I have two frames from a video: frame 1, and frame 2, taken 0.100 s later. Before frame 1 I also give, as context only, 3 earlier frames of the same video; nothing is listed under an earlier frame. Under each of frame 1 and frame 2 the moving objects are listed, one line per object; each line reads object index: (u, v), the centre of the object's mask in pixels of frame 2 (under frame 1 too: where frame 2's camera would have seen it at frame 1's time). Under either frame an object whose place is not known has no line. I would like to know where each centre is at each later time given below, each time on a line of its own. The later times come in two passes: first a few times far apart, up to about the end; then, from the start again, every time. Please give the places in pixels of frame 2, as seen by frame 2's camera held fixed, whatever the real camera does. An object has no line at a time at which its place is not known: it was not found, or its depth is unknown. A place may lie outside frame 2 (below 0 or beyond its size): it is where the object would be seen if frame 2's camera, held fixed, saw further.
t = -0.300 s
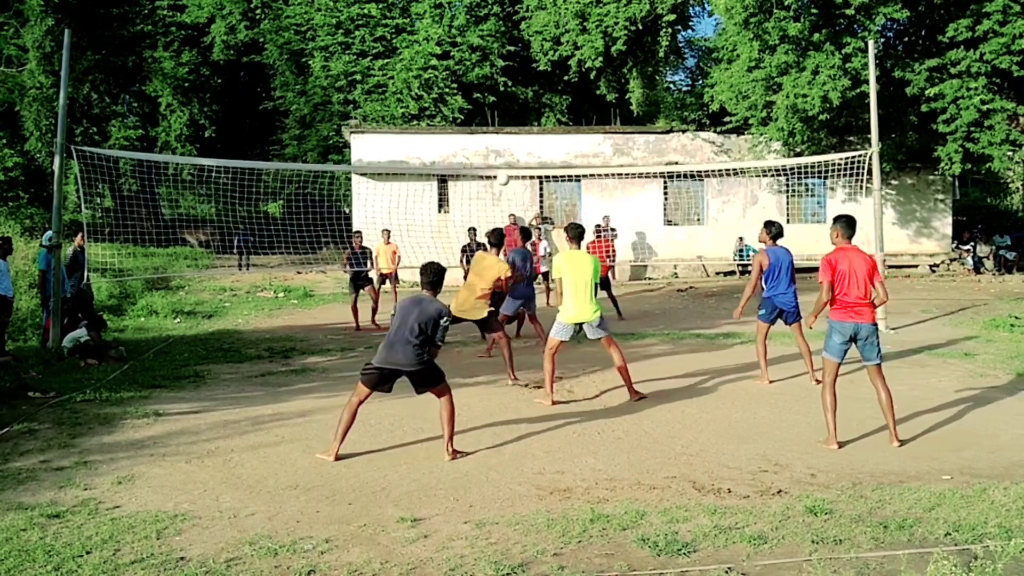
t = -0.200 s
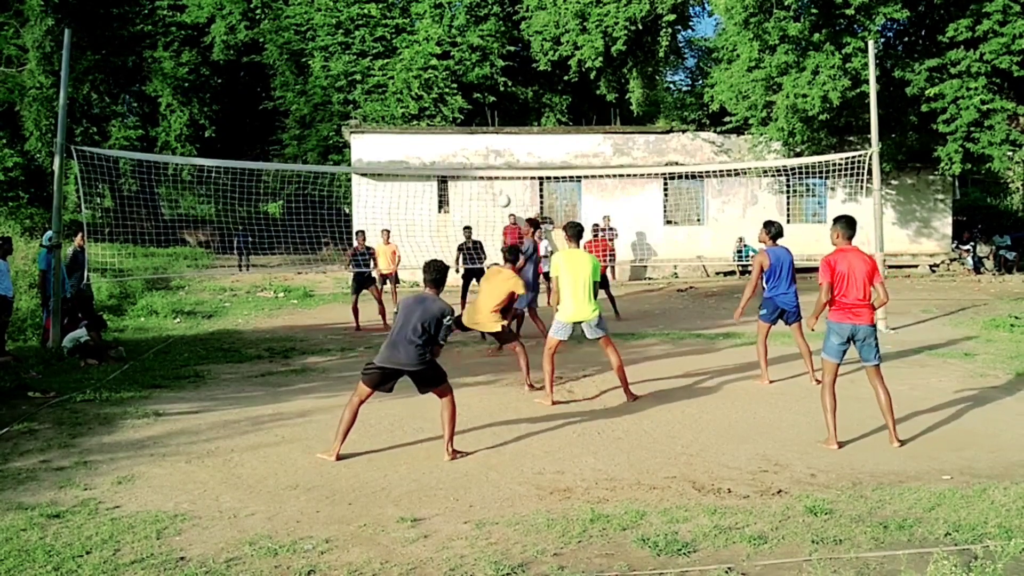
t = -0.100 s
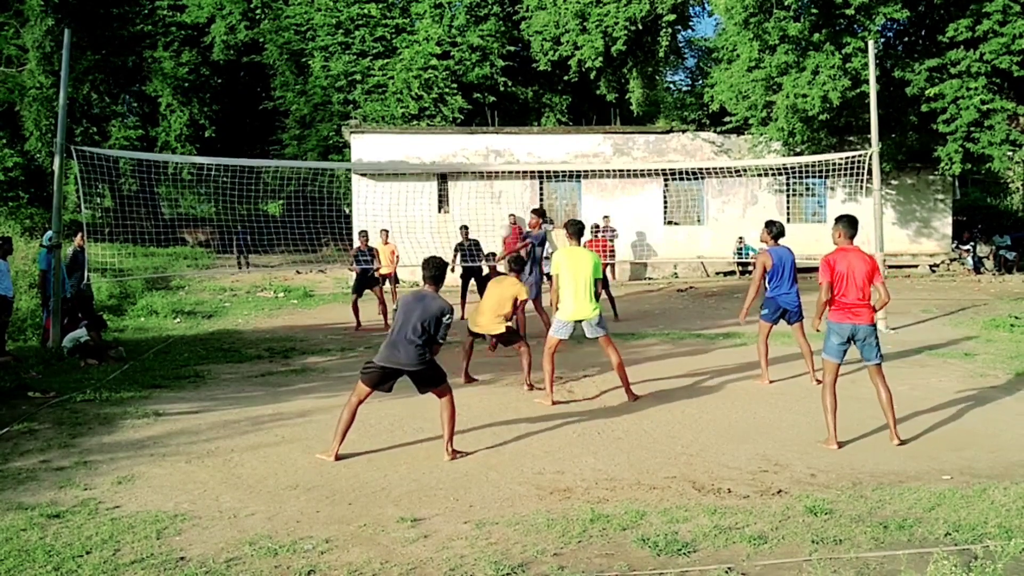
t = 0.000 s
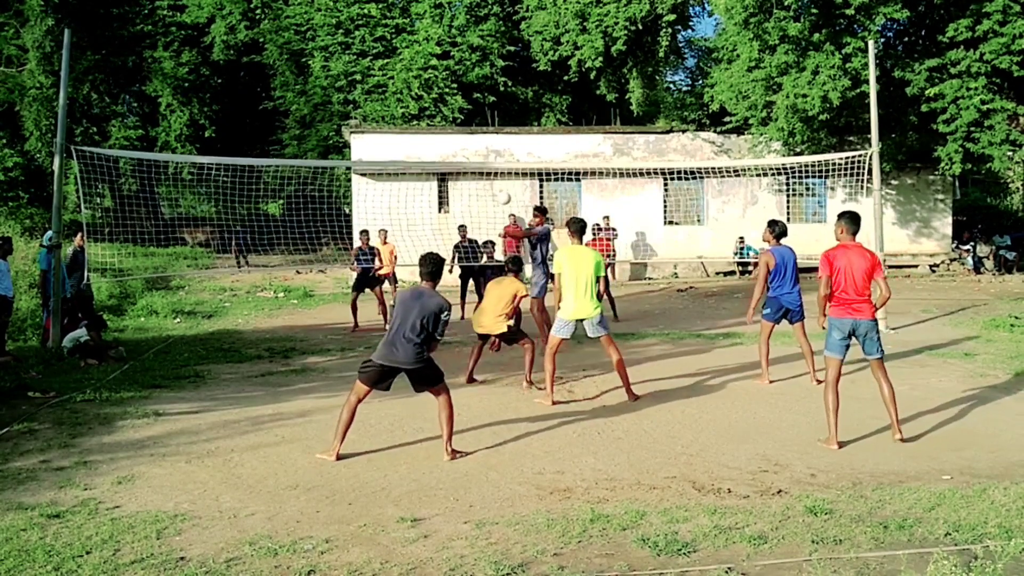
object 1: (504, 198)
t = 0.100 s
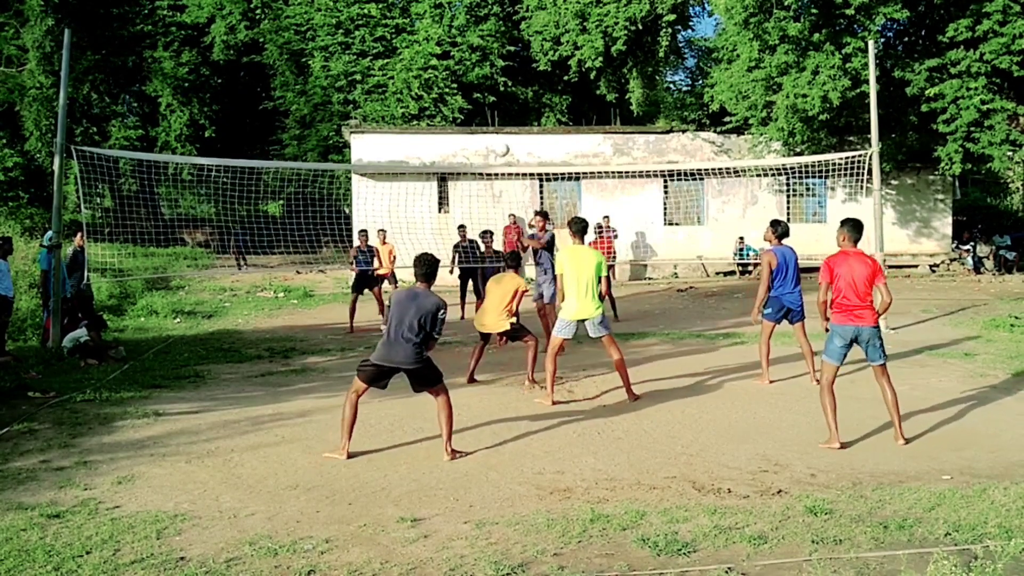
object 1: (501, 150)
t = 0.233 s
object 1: (500, 94)
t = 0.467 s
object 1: (497, 29)
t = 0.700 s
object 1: (494, 10)
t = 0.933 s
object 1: (493, 47)
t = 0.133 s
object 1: (501, 134)
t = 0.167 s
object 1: (501, 120)
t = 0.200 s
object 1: (500, 107)
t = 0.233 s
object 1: (500, 94)
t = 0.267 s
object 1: (499, 83)
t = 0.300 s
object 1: (499, 71)
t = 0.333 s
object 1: (498, 61)
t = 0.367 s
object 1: (498, 52)
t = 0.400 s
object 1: (497, 43)
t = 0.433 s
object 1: (497, 36)
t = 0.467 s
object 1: (497, 29)
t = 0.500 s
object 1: (496, 23)
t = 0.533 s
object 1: (496, 18)
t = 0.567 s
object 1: (495, 14)
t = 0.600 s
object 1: (495, 11)
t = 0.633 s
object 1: (495, 10)
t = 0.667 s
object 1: (494, 9)
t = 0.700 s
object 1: (494, 10)
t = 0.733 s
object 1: (494, 12)
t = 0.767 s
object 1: (493, 14)
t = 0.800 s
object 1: (493, 18)
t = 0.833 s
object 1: (493, 24)
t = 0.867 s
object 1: (493, 30)
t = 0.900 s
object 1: (493, 38)
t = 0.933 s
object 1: (493, 47)
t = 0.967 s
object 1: (492, 58)
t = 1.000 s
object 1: (493, 70)
